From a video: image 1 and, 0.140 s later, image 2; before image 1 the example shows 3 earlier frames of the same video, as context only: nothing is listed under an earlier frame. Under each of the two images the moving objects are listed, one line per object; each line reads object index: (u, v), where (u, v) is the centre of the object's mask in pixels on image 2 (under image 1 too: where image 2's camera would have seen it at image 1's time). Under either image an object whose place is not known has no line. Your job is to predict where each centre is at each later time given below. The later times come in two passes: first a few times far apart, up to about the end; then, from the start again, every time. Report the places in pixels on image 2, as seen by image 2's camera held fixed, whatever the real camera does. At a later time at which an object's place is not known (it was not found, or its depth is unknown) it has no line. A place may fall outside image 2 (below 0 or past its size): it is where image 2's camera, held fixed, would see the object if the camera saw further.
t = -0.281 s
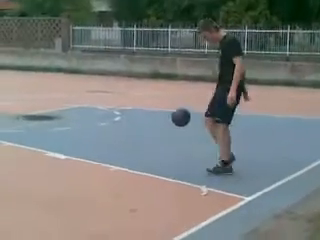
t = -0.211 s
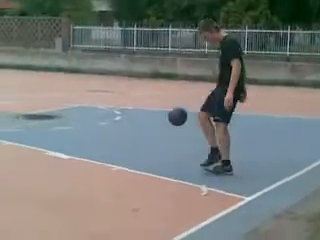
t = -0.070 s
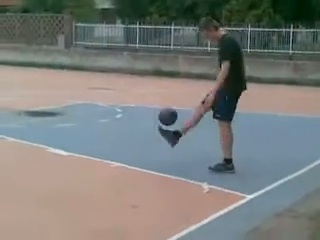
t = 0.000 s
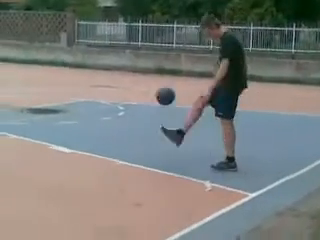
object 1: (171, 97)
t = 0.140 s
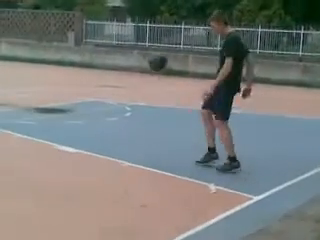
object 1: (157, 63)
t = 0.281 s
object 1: (147, 56)
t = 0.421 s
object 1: (136, 67)
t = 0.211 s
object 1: (152, 58)
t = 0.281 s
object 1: (147, 56)
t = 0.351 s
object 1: (142, 59)
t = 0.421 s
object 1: (136, 67)
